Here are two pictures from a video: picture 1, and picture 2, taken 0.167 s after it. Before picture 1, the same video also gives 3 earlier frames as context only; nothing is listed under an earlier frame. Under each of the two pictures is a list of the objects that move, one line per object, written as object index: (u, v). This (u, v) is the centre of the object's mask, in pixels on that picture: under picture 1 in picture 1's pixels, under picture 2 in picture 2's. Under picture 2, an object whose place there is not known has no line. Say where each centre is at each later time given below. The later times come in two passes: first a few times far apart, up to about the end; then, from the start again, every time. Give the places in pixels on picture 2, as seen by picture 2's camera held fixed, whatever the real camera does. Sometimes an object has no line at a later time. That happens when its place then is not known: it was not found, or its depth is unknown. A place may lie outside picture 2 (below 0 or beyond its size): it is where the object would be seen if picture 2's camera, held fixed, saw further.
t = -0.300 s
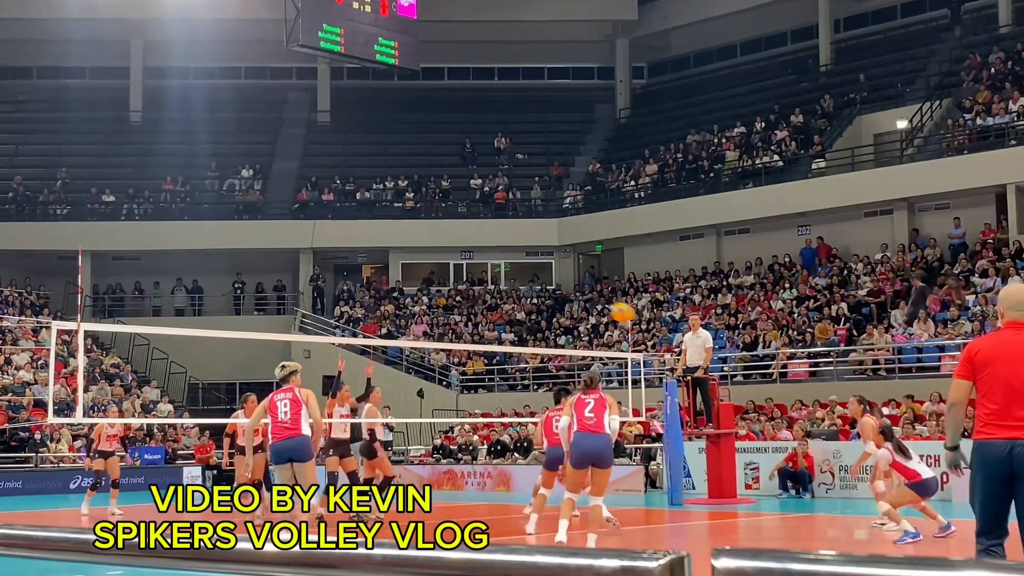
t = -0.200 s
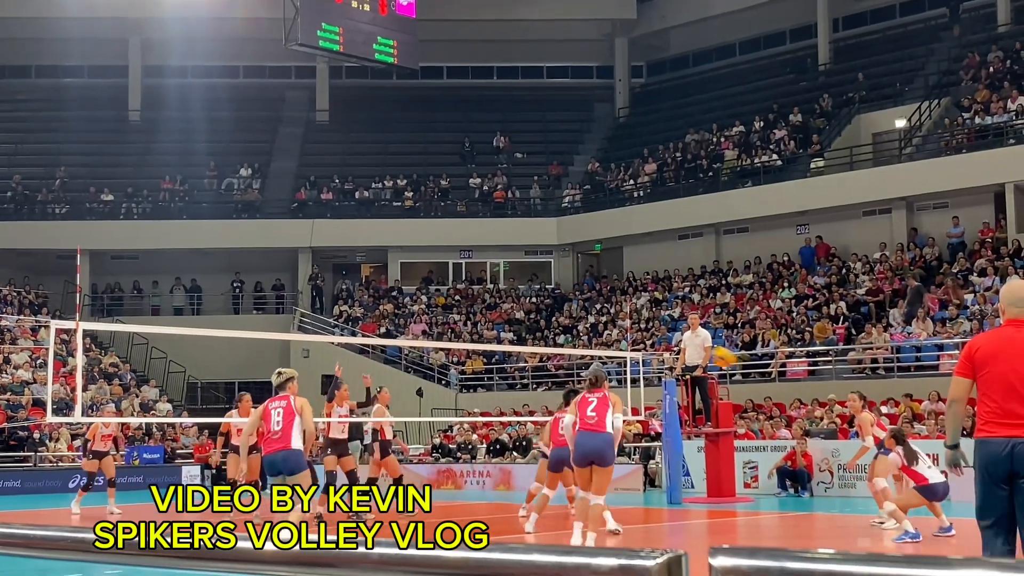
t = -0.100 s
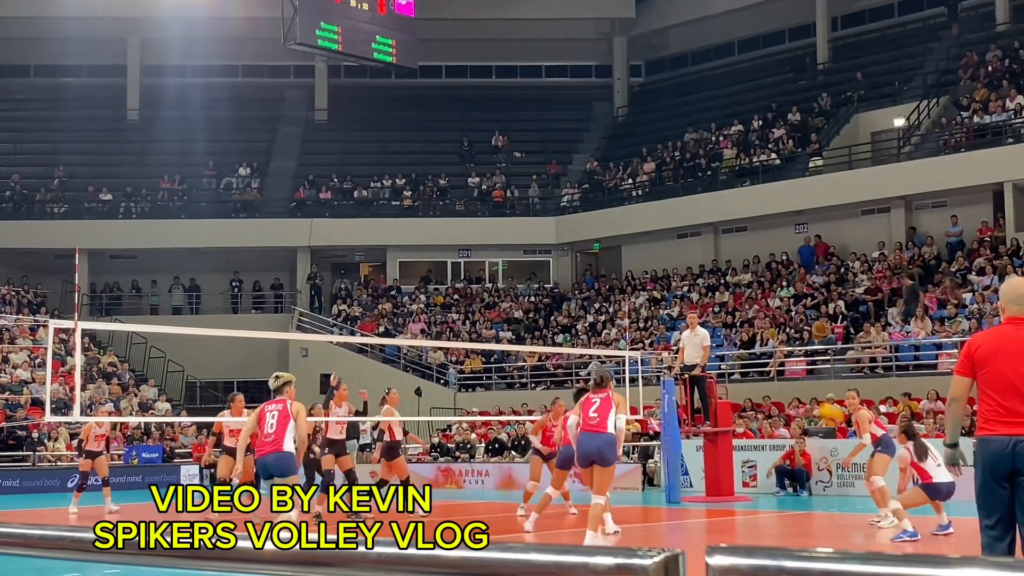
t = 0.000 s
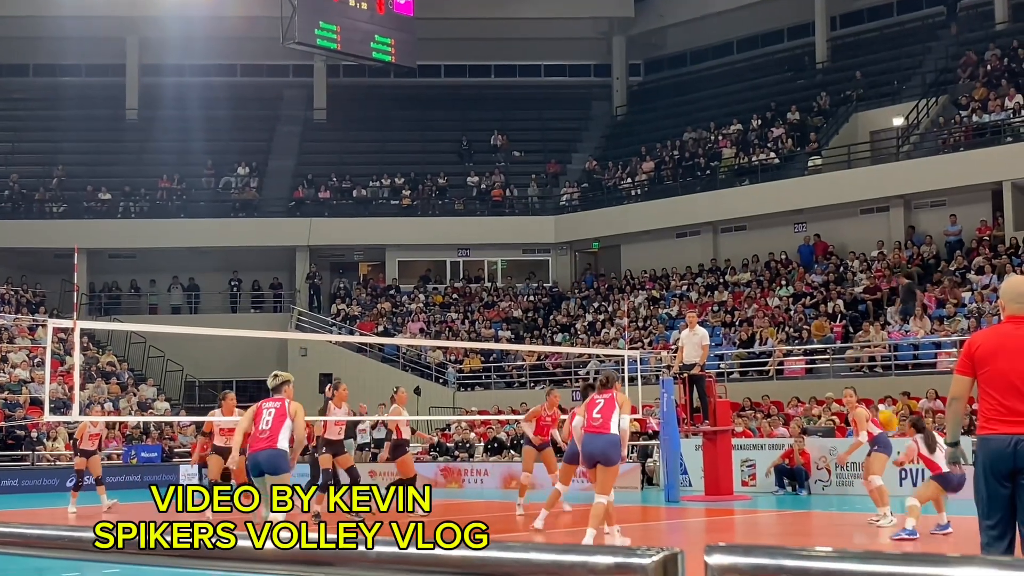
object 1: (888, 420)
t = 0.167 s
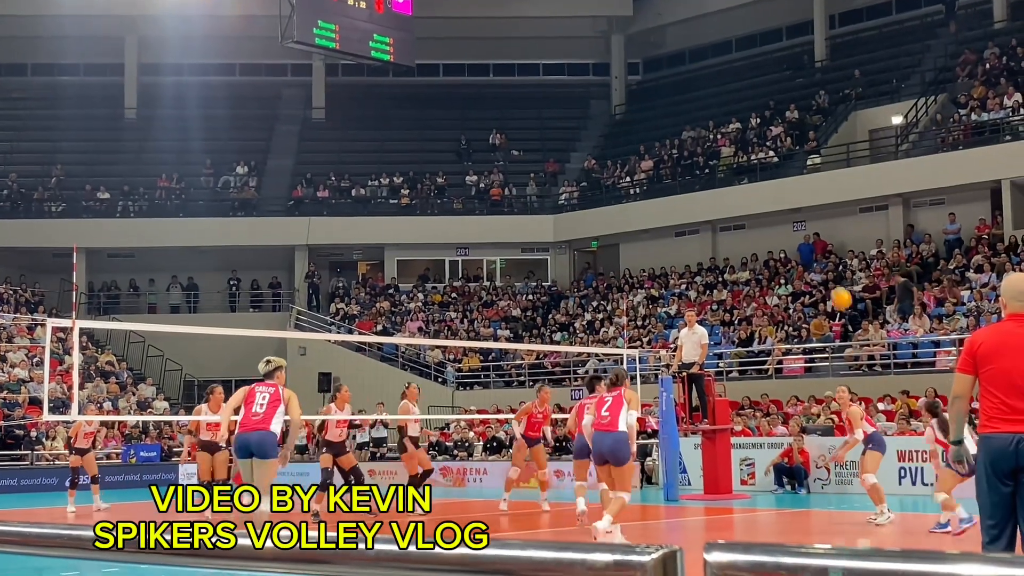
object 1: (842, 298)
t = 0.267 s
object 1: (817, 244)
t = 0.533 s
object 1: (764, 154)
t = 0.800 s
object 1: (720, 129)
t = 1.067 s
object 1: (683, 158)
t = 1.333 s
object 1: (652, 231)
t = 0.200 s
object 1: (833, 279)
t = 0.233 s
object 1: (825, 261)
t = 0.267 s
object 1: (817, 244)
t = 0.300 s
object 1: (810, 229)
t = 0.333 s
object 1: (803, 215)
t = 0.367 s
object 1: (796, 202)
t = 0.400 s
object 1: (789, 191)
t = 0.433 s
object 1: (782, 179)
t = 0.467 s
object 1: (776, 170)
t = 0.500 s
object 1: (769, 161)
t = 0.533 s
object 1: (764, 154)
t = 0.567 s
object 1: (758, 148)
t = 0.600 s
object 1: (752, 143)
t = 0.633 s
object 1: (747, 138)
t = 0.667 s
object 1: (741, 135)
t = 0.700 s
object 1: (735, 132)
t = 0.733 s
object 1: (730, 130)
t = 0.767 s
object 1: (725, 130)
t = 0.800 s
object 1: (720, 129)
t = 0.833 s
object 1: (715, 130)
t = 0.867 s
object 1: (711, 132)
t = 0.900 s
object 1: (706, 134)
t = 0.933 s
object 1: (701, 137)
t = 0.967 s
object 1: (697, 141)
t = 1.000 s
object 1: (692, 146)
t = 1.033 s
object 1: (687, 152)
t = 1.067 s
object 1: (683, 158)
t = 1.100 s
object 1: (679, 164)
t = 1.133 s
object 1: (675, 172)
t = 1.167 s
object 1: (671, 180)
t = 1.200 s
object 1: (667, 189)
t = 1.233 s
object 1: (663, 199)
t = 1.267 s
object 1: (659, 209)
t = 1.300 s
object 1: (655, 219)
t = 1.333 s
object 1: (652, 231)
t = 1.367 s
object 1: (648, 243)
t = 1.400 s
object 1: (645, 255)
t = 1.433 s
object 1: (641, 268)
